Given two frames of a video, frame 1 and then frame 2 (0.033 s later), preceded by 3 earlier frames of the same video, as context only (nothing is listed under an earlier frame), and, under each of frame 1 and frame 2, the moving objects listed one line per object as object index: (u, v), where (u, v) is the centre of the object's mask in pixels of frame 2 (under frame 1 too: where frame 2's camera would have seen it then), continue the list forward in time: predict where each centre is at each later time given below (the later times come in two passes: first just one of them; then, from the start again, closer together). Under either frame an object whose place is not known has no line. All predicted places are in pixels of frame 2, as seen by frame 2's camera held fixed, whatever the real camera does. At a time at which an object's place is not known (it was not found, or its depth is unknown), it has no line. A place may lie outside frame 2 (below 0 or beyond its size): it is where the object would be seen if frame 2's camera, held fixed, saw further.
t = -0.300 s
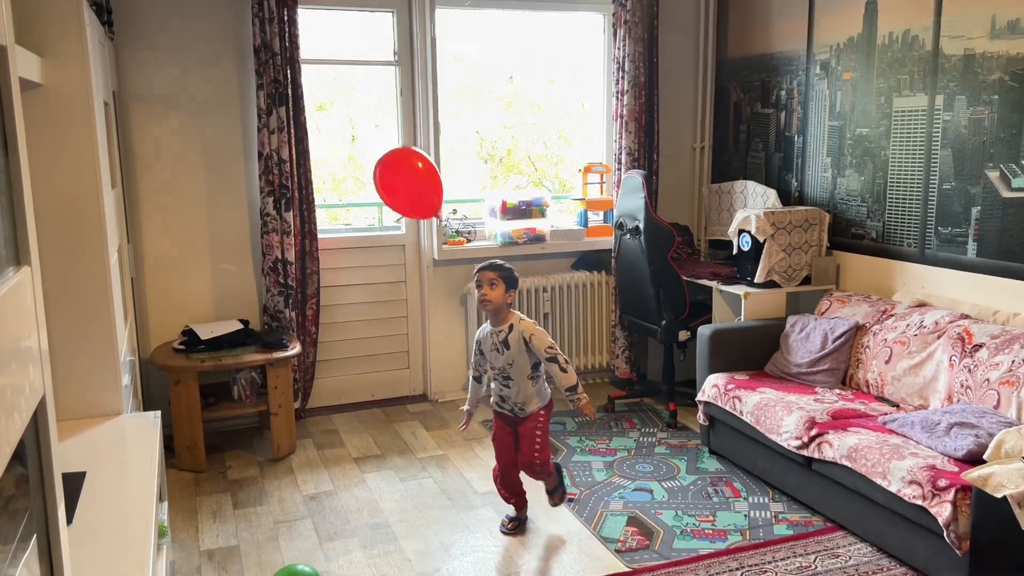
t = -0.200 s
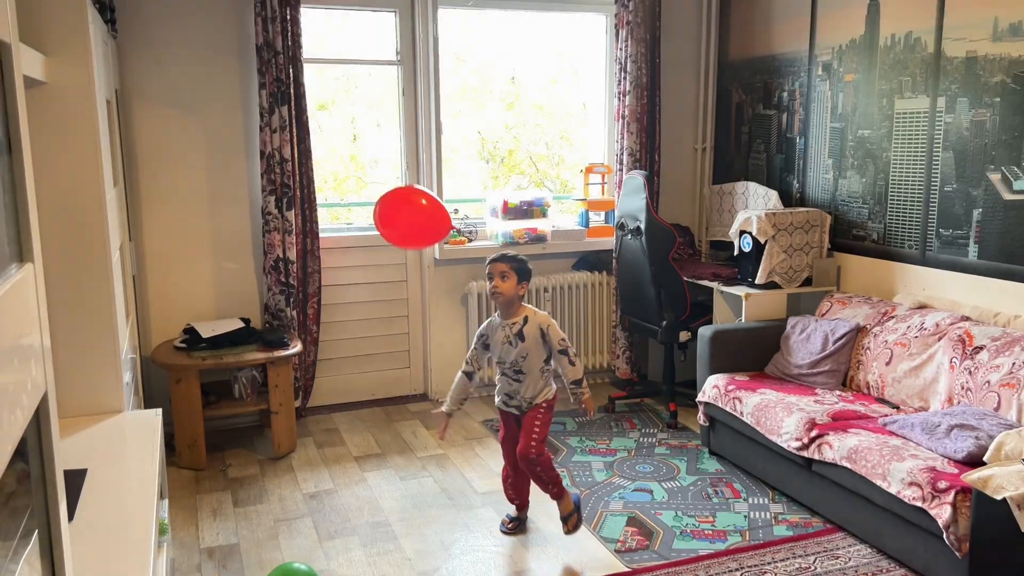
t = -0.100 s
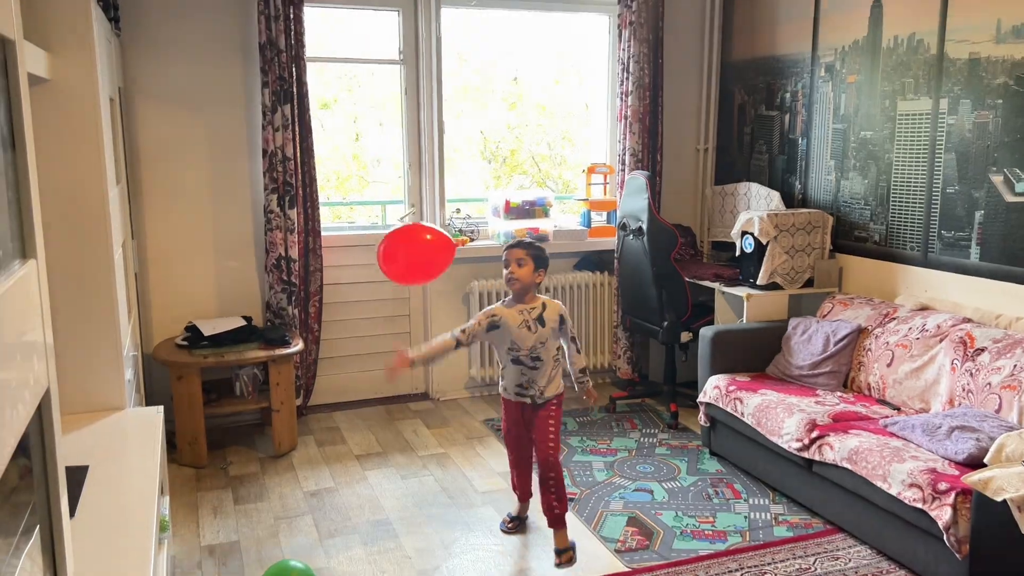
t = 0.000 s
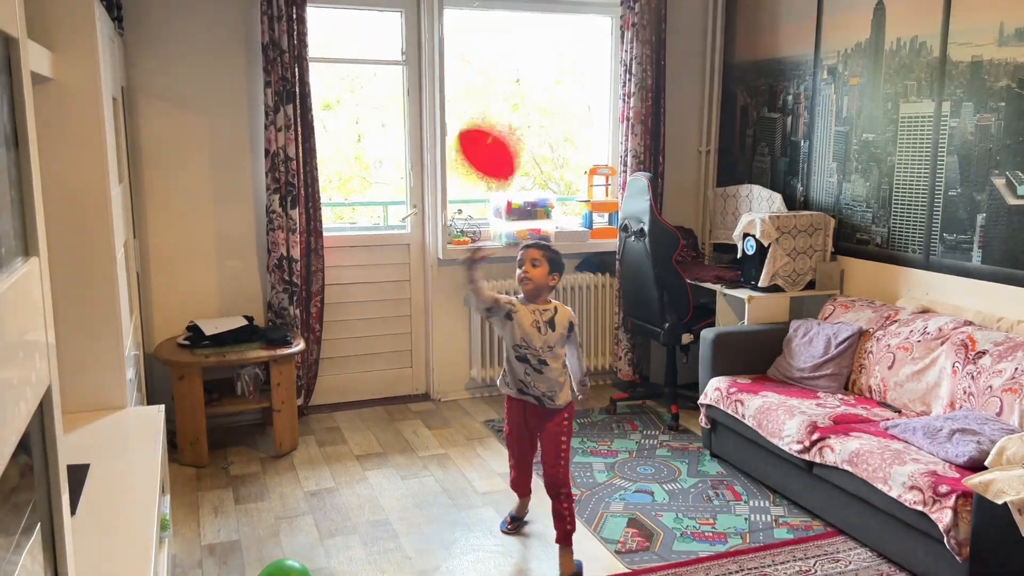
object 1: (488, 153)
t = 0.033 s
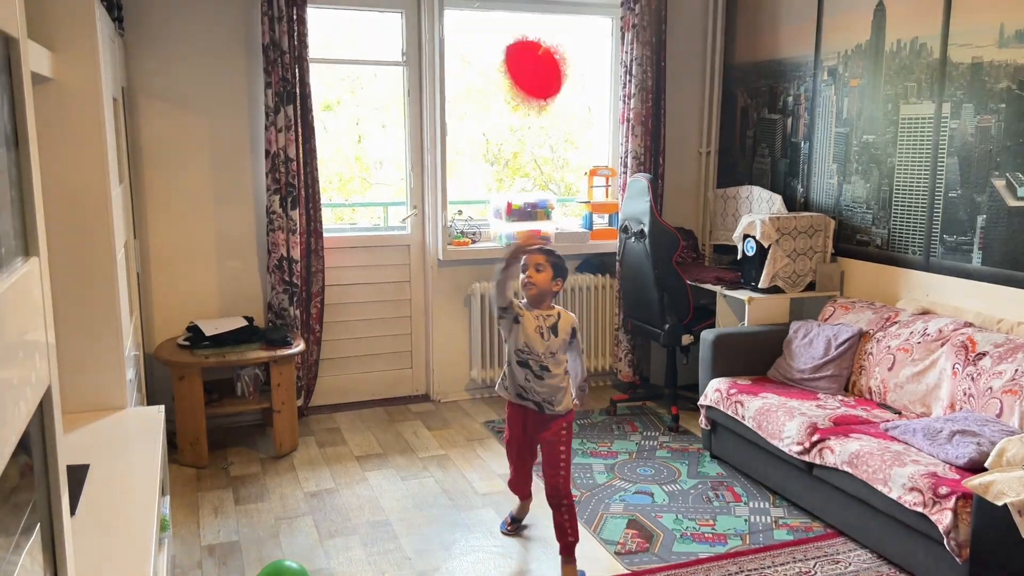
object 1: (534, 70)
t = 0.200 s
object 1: (669, -3)
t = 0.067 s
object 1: (577, 8)
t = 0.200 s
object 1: (669, -3)
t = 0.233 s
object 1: (684, 9)
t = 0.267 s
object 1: (695, 38)
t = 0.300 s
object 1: (705, 67)
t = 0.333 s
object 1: (713, 95)
